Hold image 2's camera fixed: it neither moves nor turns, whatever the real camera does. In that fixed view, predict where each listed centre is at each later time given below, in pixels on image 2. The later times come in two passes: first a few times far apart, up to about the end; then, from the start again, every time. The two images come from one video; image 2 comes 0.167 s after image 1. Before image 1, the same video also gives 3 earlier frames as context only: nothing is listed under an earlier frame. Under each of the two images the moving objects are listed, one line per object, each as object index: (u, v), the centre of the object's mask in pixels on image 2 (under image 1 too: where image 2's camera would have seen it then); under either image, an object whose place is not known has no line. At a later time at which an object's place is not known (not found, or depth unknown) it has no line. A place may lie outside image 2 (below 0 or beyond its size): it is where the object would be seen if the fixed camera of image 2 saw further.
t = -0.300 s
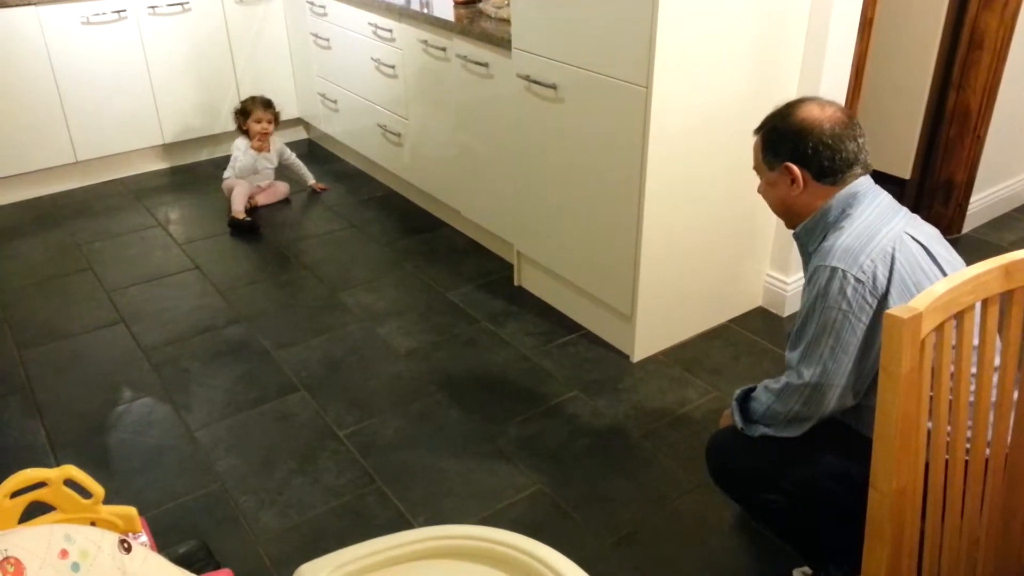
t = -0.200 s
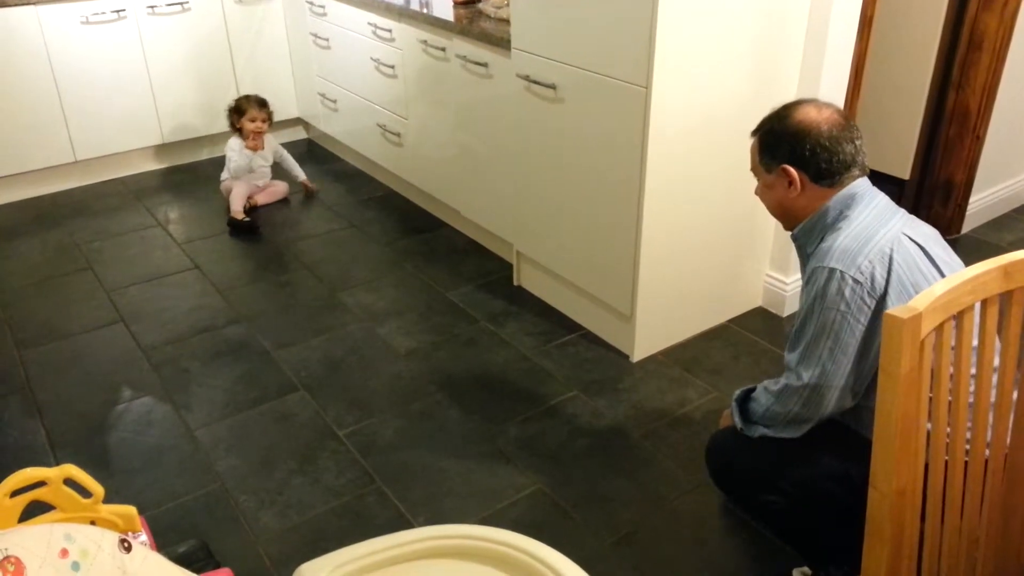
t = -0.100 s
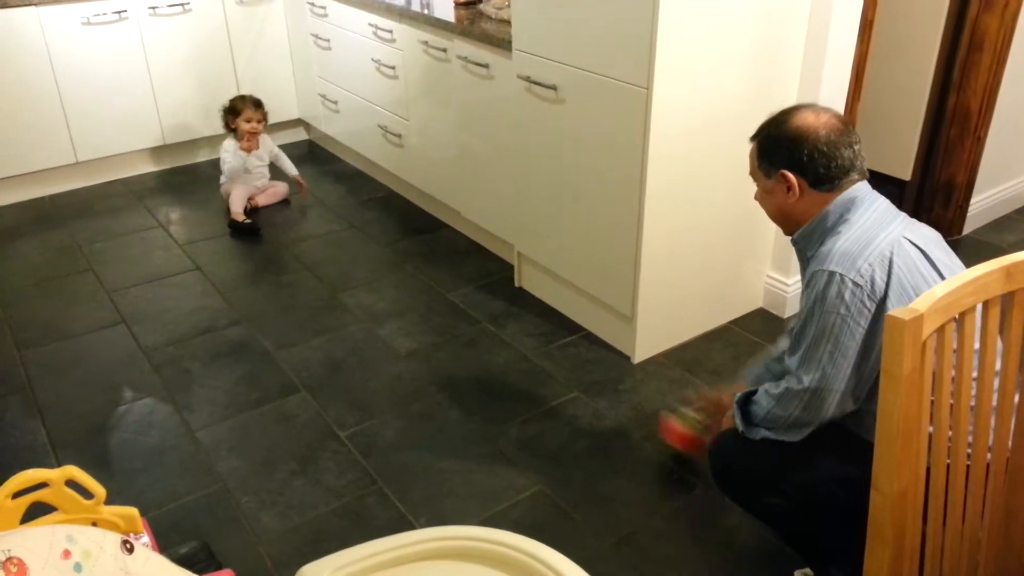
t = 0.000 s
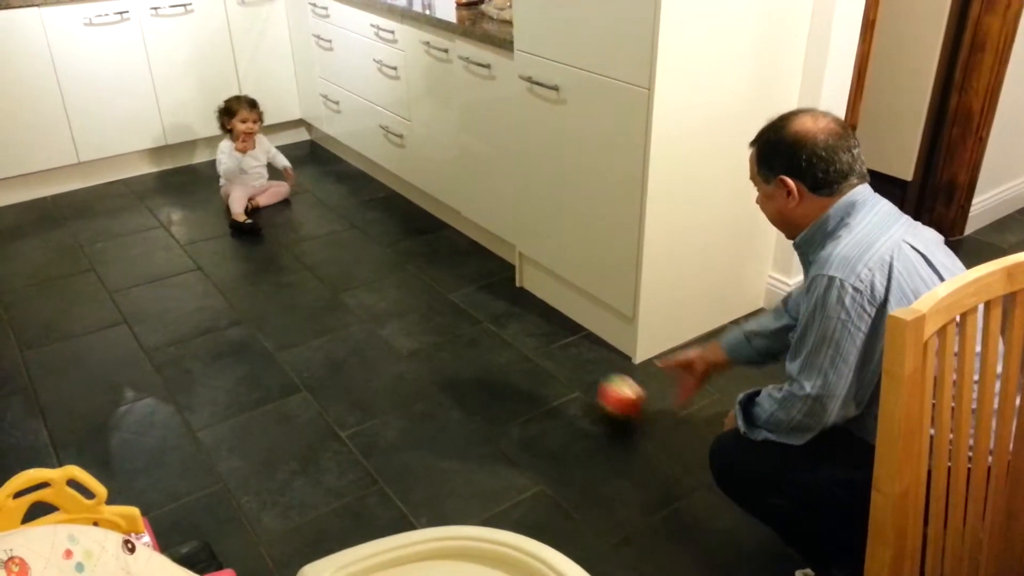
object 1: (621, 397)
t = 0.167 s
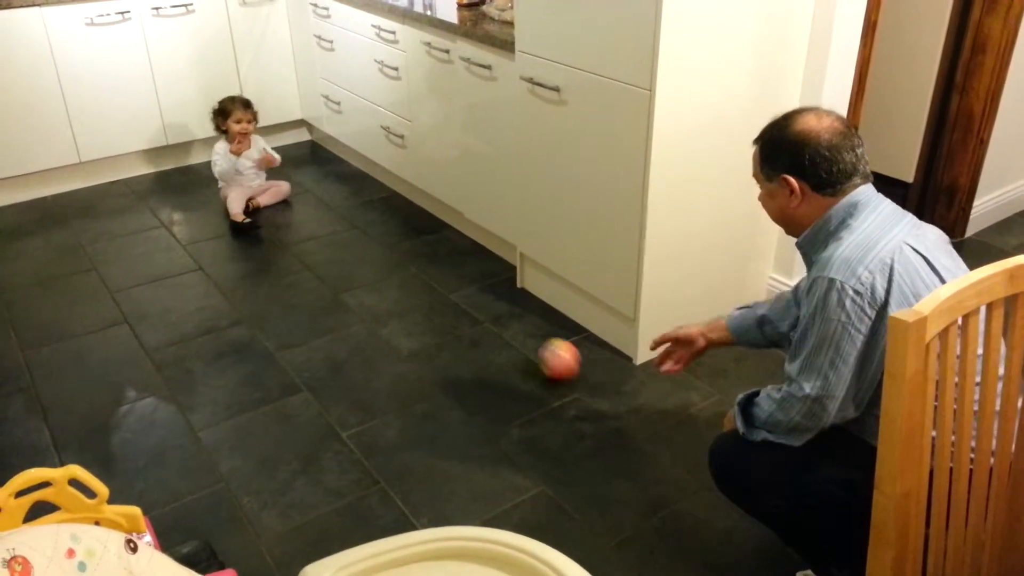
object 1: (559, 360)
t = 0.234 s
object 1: (538, 349)
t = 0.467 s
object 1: (482, 308)
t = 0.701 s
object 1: (443, 271)
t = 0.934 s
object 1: (415, 240)
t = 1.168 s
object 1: (399, 211)
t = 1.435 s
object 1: (386, 187)
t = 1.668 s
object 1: (360, 179)
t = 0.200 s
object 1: (547, 354)
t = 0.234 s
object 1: (538, 349)
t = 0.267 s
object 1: (529, 341)
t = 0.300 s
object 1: (520, 336)
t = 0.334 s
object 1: (513, 330)
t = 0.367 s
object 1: (504, 325)
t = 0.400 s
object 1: (496, 319)
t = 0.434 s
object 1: (489, 313)
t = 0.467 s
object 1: (482, 308)
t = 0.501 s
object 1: (476, 301)
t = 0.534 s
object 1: (470, 297)
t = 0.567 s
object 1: (464, 291)
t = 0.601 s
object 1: (459, 286)
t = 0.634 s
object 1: (453, 281)
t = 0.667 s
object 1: (448, 277)
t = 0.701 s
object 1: (443, 271)
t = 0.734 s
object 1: (438, 266)
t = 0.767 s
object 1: (433, 262)
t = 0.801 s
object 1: (429, 257)
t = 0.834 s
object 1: (425, 253)
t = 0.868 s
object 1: (421, 248)
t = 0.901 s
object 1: (418, 244)
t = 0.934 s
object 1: (415, 240)
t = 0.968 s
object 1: (412, 236)
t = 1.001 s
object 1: (410, 232)
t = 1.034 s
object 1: (406, 228)
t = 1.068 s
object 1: (403, 223)
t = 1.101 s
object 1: (401, 219)
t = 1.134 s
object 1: (400, 215)
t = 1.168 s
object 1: (399, 211)
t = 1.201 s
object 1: (397, 208)
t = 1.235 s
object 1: (396, 204)
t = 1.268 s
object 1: (394, 202)
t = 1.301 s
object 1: (393, 199)
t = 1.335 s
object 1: (392, 194)
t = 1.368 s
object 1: (391, 190)
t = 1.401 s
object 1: (389, 187)
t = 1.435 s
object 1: (386, 187)
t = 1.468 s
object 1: (382, 186)
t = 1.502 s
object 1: (380, 185)
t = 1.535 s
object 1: (376, 183)
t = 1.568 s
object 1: (372, 182)
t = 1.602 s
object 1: (368, 182)
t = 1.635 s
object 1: (364, 180)
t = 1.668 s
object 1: (360, 179)
